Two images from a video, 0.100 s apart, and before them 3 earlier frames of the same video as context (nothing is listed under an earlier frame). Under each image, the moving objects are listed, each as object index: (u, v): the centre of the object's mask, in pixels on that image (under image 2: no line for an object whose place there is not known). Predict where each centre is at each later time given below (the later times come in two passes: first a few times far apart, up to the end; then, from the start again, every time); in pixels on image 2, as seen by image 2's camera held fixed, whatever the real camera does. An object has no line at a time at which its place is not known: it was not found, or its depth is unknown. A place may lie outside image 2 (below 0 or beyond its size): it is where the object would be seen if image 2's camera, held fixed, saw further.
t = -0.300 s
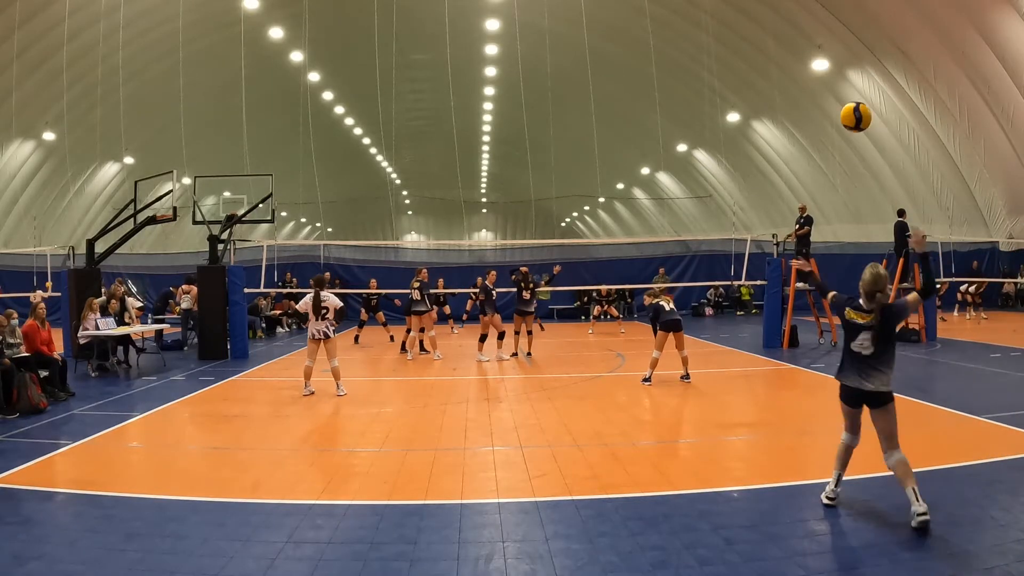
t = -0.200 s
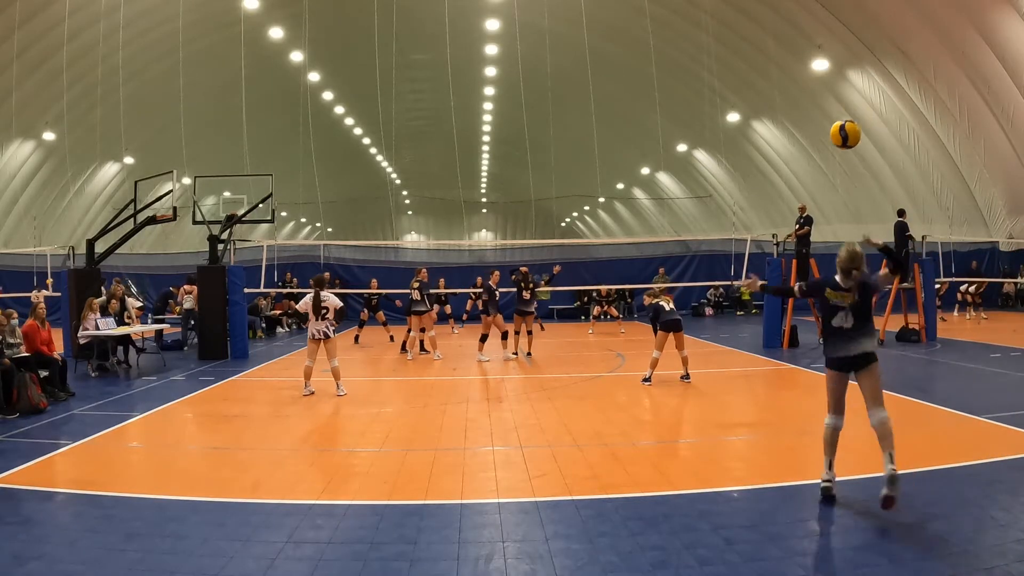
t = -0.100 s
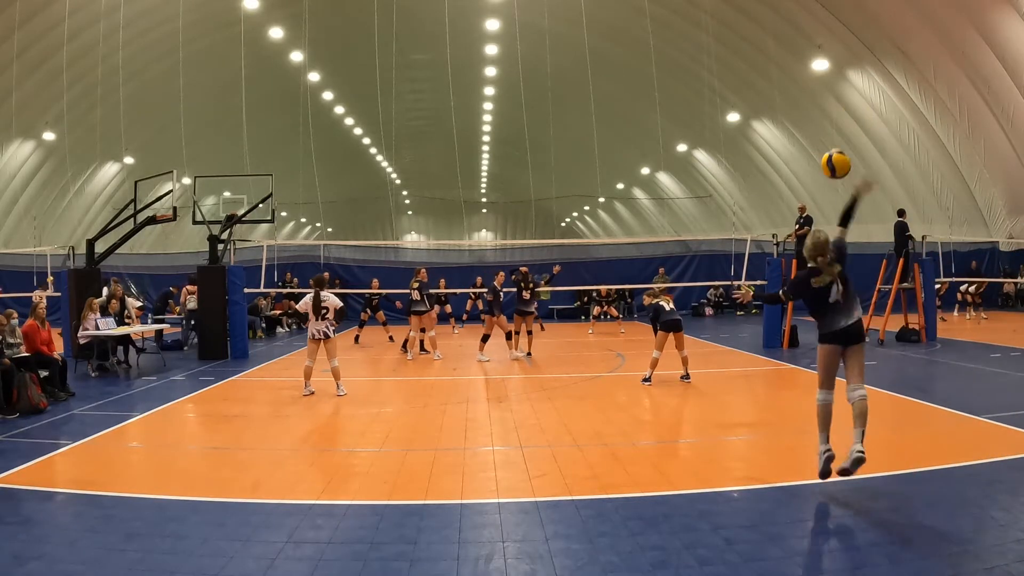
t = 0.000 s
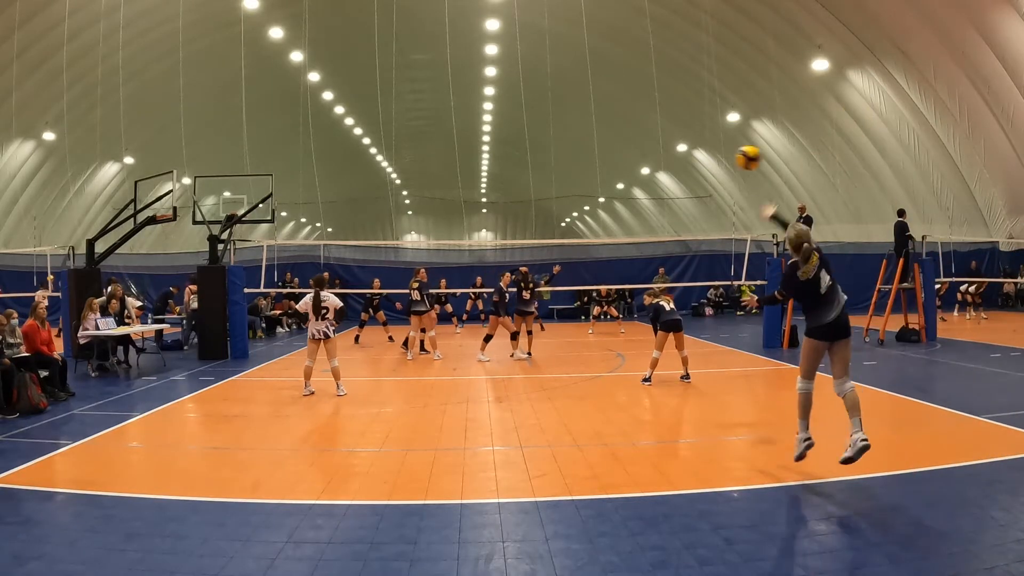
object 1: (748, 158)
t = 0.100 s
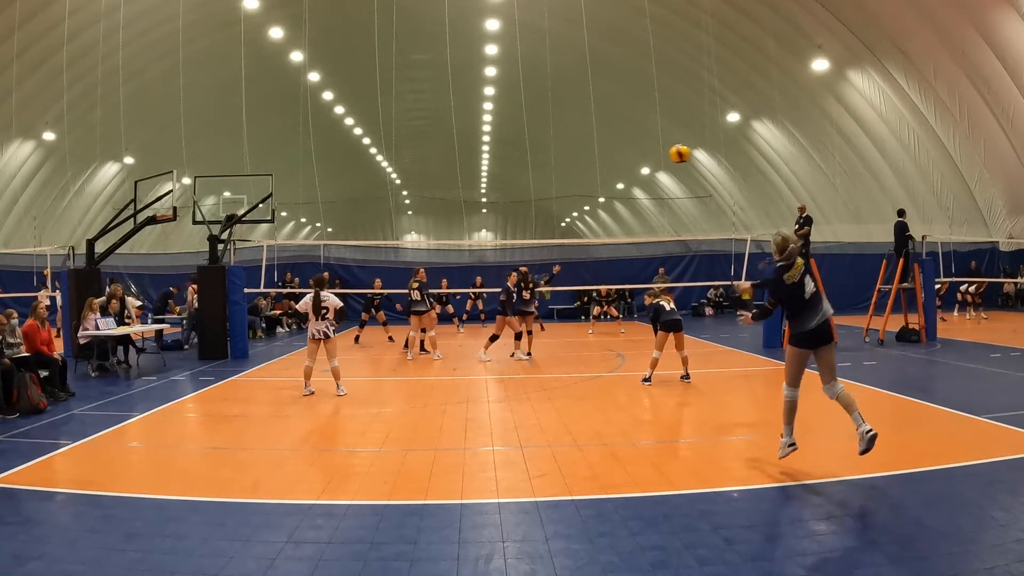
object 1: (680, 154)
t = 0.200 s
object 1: (634, 157)
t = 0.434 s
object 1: (569, 180)
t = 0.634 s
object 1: (535, 212)
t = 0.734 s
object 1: (521, 230)
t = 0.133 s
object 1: (663, 154)
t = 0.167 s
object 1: (648, 156)
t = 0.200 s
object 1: (634, 157)
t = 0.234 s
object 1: (622, 159)
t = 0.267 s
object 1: (611, 162)
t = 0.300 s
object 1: (602, 164)
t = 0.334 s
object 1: (593, 168)
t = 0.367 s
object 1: (584, 172)
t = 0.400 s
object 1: (576, 176)
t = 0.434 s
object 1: (569, 180)
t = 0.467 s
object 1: (562, 184)
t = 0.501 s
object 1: (556, 190)
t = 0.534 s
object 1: (551, 195)
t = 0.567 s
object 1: (544, 200)
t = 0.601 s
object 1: (539, 206)
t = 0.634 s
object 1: (535, 212)
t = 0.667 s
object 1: (530, 218)
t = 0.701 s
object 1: (526, 224)
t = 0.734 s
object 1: (521, 230)
